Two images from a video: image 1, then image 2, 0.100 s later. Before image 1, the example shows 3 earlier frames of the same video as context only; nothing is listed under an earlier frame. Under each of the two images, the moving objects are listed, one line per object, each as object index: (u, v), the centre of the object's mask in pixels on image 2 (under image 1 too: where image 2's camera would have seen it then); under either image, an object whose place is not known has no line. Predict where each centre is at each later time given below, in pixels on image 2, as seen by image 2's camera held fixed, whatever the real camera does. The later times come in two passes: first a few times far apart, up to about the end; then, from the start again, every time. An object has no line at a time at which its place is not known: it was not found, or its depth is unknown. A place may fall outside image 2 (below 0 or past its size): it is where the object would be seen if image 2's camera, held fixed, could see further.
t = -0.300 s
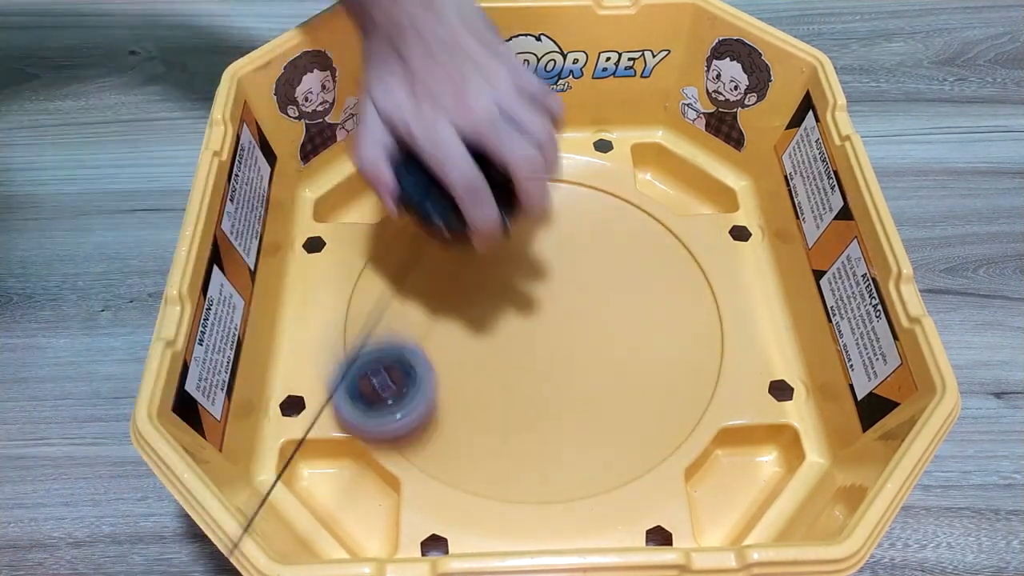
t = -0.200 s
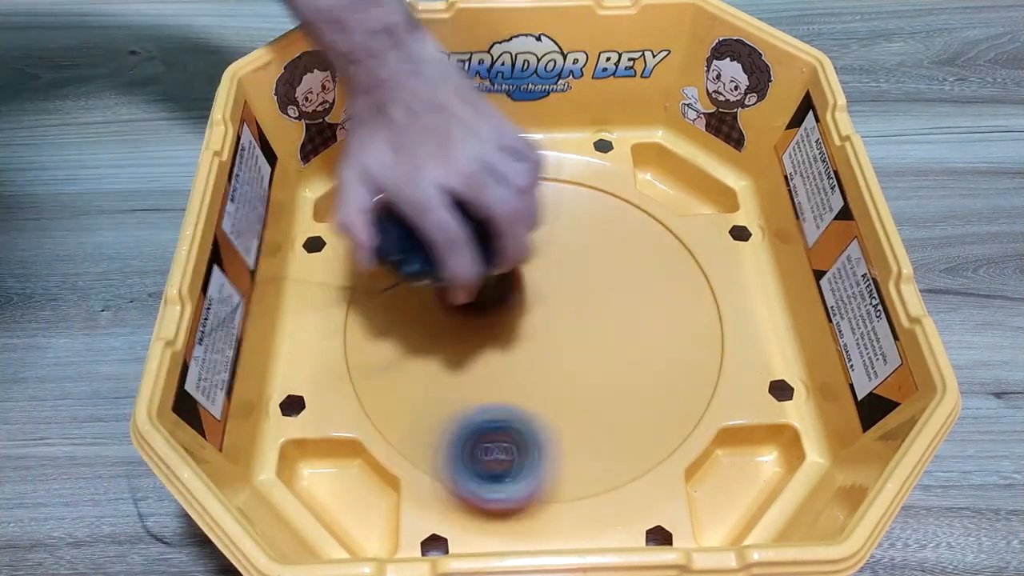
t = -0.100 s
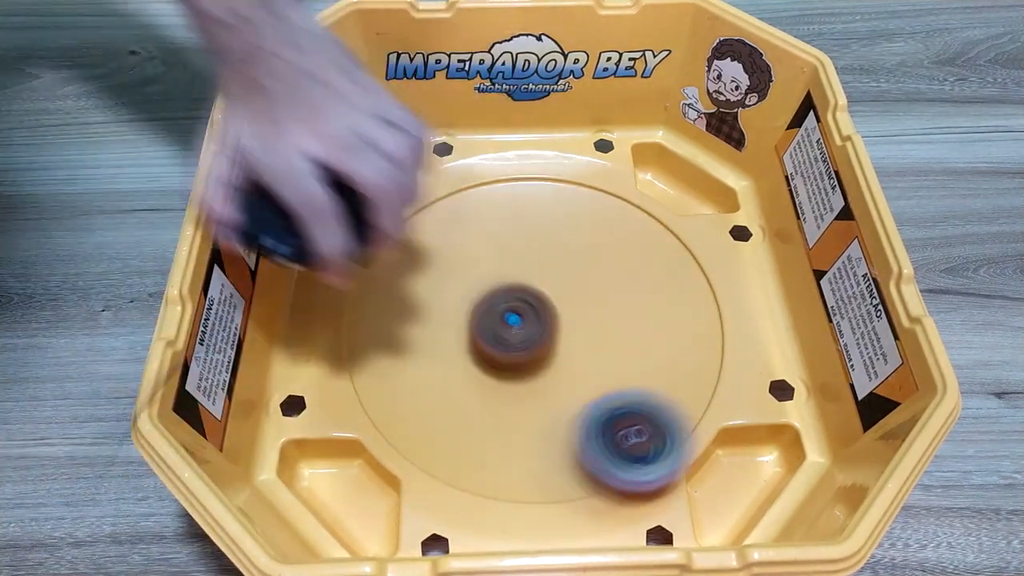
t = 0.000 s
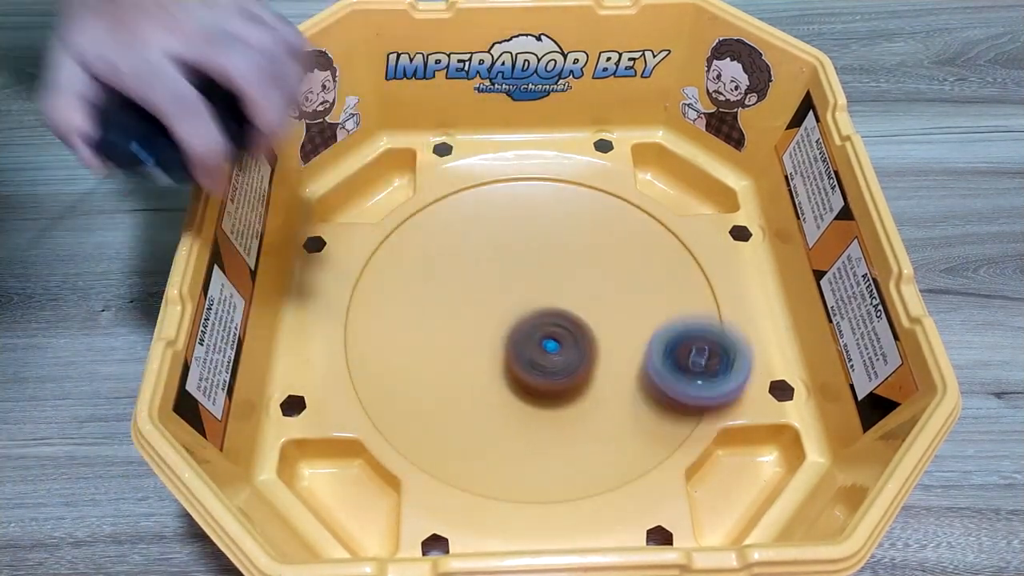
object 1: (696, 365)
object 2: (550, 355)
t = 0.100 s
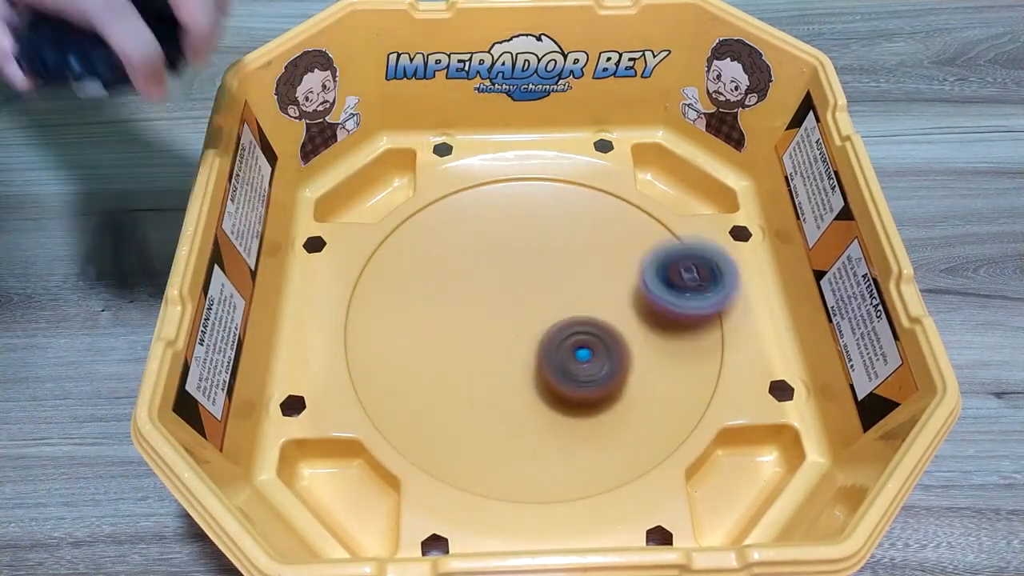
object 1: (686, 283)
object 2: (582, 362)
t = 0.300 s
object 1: (549, 197)
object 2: (606, 330)
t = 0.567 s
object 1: (361, 297)
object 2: (546, 280)
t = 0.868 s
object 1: (525, 414)
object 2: (481, 329)
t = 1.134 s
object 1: (611, 329)
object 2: (497, 330)
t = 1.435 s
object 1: (571, 272)
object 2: (472, 324)
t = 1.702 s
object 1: (562, 269)
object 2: (451, 376)
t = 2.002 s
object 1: (595, 198)
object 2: (490, 465)
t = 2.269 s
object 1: (539, 232)
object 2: (540, 338)
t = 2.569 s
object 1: (503, 243)
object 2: (512, 346)
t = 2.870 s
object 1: (562, 262)
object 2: (493, 357)
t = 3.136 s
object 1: (592, 260)
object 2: (514, 309)
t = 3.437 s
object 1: (591, 275)
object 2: (497, 280)
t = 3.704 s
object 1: (593, 312)
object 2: (498, 283)
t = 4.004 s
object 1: (625, 358)
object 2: (508, 278)
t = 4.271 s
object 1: (614, 354)
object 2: (539, 293)
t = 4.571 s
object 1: (587, 375)
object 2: (547, 293)
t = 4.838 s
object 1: (541, 397)
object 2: (550, 304)
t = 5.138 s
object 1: (505, 402)
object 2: (554, 309)
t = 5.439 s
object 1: (473, 392)
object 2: (579, 296)
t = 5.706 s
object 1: (474, 357)
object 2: (561, 310)
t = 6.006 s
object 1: (469, 324)
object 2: (566, 308)
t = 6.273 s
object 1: (467, 286)
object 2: (609, 325)
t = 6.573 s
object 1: (504, 263)
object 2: (605, 347)
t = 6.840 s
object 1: (507, 243)
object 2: (612, 385)
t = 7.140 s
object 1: (555, 207)
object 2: (511, 486)
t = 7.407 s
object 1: (568, 218)
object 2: (465, 389)
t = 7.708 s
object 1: (632, 305)
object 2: (402, 238)
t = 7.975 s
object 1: (620, 351)
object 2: (505, 377)
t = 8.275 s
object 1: (608, 358)
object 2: (485, 444)
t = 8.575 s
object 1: (570, 352)
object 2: (393, 263)
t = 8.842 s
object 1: (530, 387)
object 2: (469, 229)
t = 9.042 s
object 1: (555, 444)
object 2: (506, 178)
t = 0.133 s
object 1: (674, 257)
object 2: (591, 361)
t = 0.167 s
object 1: (655, 238)
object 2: (598, 358)
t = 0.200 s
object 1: (633, 222)
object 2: (603, 353)
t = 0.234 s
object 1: (607, 209)
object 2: (606, 345)
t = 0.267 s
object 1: (579, 201)
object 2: (607, 338)
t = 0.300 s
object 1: (549, 197)
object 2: (606, 330)
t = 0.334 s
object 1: (518, 196)
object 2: (604, 321)
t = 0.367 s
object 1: (488, 197)
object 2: (599, 312)
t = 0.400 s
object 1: (459, 204)
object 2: (593, 304)
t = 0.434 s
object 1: (433, 214)
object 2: (585, 297)
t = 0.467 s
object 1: (408, 230)
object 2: (576, 291)
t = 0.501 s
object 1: (387, 249)
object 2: (567, 286)
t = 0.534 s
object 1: (372, 270)
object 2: (556, 283)
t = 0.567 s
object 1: (361, 297)
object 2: (546, 280)
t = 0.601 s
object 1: (361, 323)
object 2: (535, 280)
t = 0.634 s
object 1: (368, 351)
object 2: (524, 281)
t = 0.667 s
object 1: (381, 375)
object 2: (514, 284)
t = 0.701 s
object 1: (401, 394)
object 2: (504, 288)
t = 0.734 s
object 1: (425, 409)
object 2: (496, 294)
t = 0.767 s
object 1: (451, 419)
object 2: (489, 301)
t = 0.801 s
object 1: (478, 423)
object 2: (485, 309)
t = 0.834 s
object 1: (503, 421)
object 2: (482, 319)
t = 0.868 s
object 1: (525, 414)
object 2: (481, 329)
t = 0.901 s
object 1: (545, 408)
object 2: (481, 334)
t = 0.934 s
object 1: (563, 400)
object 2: (483, 338)
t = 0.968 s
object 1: (576, 389)
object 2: (487, 340)
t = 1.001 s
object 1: (587, 378)
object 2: (492, 341)
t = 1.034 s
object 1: (595, 367)
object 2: (496, 340)
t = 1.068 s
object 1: (601, 353)
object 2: (499, 338)
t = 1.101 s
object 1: (603, 342)
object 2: (502, 335)
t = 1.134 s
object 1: (611, 329)
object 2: (497, 330)
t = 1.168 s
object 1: (617, 318)
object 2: (490, 326)
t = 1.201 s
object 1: (618, 309)
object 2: (485, 322)
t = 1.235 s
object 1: (615, 300)
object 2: (482, 319)
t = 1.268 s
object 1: (609, 292)
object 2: (480, 316)
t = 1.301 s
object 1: (601, 286)
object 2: (480, 314)
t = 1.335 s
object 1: (591, 281)
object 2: (480, 315)
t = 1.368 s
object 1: (581, 278)
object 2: (482, 316)
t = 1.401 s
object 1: (571, 276)
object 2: (484, 317)
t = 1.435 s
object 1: (571, 272)
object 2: (472, 324)
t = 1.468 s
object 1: (576, 268)
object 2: (456, 332)
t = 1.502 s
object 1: (578, 265)
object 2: (444, 339)
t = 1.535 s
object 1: (578, 264)
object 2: (436, 347)
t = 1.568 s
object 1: (577, 263)
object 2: (431, 353)
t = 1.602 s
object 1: (575, 263)
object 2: (431, 361)
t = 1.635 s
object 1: (571, 264)
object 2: (434, 366)
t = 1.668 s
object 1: (567, 266)
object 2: (441, 372)
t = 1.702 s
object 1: (562, 269)
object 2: (451, 376)
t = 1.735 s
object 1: (558, 273)
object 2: (464, 379)
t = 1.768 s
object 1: (553, 277)
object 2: (479, 381)
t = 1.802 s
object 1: (549, 282)
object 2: (494, 381)
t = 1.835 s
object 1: (545, 287)
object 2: (510, 379)
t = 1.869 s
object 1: (544, 291)
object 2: (521, 383)
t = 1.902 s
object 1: (561, 265)
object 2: (507, 426)
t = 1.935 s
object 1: (576, 238)
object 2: (492, 467)
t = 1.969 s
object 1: (587, 215)
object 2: (490, 465)
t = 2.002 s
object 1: (595, 198)
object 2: (490, 465)
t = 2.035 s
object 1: (599, 182)
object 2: (491, 466)
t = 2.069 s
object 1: (599, 173)
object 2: (497, 452)
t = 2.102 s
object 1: (595, 173)
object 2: (505, 435)
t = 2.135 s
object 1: (587, 181)
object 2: (513, 417)
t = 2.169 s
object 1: (576, 193)
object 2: (520, 398)
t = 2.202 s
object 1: (563, 205)
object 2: (528, 377)
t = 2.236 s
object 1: (550, 218)
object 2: (534, 358)
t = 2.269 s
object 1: (539, 232)
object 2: (540, 338)
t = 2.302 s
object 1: (529, 241)
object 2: (545, 322)
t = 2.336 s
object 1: (522, 232)
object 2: (542, 329)
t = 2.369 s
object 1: (515, 230)
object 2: (539, 337)
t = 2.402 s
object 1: (511, 225)
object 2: (535, 342)
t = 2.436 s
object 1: (507, 224)
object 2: (531, 345)
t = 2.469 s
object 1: (504, 225)
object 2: (526, 347)
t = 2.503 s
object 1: (502, 229)
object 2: (522, 347)
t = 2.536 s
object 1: (501, 236)
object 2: (517, 347)
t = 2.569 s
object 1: (503, 243)
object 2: (512, 346)
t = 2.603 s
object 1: (505, 253)
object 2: (508, 345)
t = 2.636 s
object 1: (509, 258)
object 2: (503, 348)
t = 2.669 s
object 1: (515, 258)
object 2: (498, 355)
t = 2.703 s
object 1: (522, 259)
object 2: (494, 360)
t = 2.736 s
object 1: (530, 259)
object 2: (491, 362)
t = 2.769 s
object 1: (538, 260)
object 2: (490, 363)
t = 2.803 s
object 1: (546, 261)
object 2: (491, 363)
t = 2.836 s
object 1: (554, 261)
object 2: (492, 360)
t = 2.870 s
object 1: (562, 262)
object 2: (493, 357)
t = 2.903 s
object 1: (568, 263)
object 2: (496, 351)
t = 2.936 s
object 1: (575, 262)
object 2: (499, 346)
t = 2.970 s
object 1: (580, 263)
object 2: (503, 340)
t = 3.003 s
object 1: (584, 262)
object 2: (506, 332)
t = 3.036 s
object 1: (587, 261)
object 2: (508, 327)
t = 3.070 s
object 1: (589, 261)
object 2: (512, 320)
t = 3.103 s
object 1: (590, 260)
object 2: (515, 313)
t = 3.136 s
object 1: (592, 260)
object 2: (514, 309)
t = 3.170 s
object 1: (596, 259)
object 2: (511, 303)
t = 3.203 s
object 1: (598, 259)
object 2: (508, 298)
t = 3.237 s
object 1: (599, 260)
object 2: (506, 295)
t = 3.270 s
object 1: (599, 261)
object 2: (503, 291)
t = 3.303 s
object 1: (599, 263)
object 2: (500, 289)
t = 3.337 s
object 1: (597, 265)
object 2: (499, 286)
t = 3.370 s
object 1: (595, 268)
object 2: (498, 284)
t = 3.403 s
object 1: (593, 271)
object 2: (497, 281)
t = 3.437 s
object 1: (591, 275)
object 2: (497, 280)
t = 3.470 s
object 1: (591, 279)
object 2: (495, 278)
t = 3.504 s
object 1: (591, 283)
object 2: (493, 277)
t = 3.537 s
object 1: (592, 288)
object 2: (492, 277)
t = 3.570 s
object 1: (592, 293)
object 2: (492, 277)
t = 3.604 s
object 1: (592, 298)
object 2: (492, 277)
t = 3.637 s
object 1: (592, 302)
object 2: (494, 278)
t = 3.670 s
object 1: (592, 307)
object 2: (495, 280)
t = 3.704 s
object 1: (593, 312)
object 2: (498, 283)
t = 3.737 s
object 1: (593, 316)
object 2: (501, 284)
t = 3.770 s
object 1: (594, 320)
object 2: (505, 285)
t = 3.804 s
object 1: (596, 325)
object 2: (506, 285)
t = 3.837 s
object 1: (604, 334)
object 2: (503, 283)
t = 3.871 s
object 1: (611, 341)
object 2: (502, 279)
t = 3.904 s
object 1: (617, 347)
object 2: (503, 277)
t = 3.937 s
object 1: (621, 352)
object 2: (504, 277)
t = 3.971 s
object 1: (624, 355)
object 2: (506, 277)
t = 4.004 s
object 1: (625, 358)
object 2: (508, 278)
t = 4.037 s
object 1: (625, 360)
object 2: (512, 279)
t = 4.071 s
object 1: (625, 359)
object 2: (516, 283)
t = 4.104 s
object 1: (624, 358)
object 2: (520, 284)
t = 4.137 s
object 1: (621, 357)
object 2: (525, 287)
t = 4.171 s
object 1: (619, 355)
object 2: (529, 290)
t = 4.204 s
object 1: (616, 353)
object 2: (535, 293)
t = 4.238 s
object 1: (614, 351)
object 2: (539, 295)
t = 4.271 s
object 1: (614, 354)
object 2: (539, 293)
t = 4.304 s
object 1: (615, 359)
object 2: (539, 290)
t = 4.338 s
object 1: (615, 362)
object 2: (541, 288)
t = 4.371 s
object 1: (613, 364)
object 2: (542, 287)
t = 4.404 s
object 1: (610, 366)
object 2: (542, 288)
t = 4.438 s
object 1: (606, 368)
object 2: (543, 288)
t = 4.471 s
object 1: (602, 369)
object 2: (545, 289)
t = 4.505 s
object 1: (597, 371)
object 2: (547, 291)
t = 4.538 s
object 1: (591, 370)
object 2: (548, 293)
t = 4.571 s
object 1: (587, 375)
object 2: (547, 293)
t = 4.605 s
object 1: (582, 379)
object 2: (547, 293)
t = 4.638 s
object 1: (576, 383)
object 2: (547, 294)
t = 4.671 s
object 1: (571, 387)
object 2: (546, 295)
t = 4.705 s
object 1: (565, 389)
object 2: (545, 297)
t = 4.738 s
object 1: (559, 391)
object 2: (546, 299)
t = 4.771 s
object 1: (553, 392)
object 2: (547, 302)
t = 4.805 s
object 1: (547, 393)
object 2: (549, 304)
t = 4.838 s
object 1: (541, 397)
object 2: (550, 304)
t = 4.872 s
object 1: (533, 403)
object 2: (553, 302)
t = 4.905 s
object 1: (526, 406)
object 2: (556, 300)
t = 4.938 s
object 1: (521, 408)
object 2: (557, 300)
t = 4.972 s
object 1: (516, 410)
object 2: (558, 300)
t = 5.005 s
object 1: (513, 409)
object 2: (557, 301)
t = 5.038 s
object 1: (510, 409)
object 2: (557, 303)
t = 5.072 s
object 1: (508, 407)
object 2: (557, 305)
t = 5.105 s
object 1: (507, 405)
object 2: (556, 309)
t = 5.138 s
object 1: (505, 402)
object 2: (554, 309)
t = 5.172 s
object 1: (504, 399)
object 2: (553, 314)
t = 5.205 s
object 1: (502, 395)
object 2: (553, 316)
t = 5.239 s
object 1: (498, 393)
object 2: (554, 316)
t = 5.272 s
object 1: (488, 397)
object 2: (562, 311)
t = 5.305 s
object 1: (479, 398)
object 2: (569, 305)
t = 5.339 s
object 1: (474, 398)
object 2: (575, 299)
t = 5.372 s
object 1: (472, 397)
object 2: (578, 297)
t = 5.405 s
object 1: (472, 394)
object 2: (580, 295)
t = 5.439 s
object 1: (473, 392)
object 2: (579, 296)
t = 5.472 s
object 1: (474, 389)
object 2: (577, 298)
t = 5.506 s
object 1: (476, 385)
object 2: (575, 300)
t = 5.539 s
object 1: (477, 381)
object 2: (572, 301)
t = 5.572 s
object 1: (478, 377)
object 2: (569, 303)
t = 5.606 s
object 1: (479, 372)
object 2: (565, 306)
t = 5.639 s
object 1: (479, 367)
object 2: (561, 308)
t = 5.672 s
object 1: (479, 360)
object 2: (559, 309)
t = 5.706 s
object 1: (474, 357)
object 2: (561, 310)
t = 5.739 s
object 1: (469, 353)
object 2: (567, 309)
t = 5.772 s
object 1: (466, 349)
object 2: (571, 306)
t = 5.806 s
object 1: (463, 346)
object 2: (573, 307)
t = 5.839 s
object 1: (463, 341)
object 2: (574, 305)
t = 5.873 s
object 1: (464, 339)
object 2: (573, 307)
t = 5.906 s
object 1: (466, 334)
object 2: (570, 308)
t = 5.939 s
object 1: (468, 331)
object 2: (568, 306)
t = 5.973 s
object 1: (469, 327)
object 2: (566, 307)
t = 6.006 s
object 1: (469, 324)
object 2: (566, 308)
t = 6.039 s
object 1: (470, 318)
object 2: (567, 311)
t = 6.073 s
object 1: (470, 315)
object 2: (567, 311)
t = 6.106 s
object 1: (471, 311)
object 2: (568, 313)
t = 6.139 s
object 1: (468, 307)
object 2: (576, 316)
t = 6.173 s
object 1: (464, 301)
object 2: (588, 319)
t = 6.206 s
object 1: (463, 296)
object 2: (598, 322)
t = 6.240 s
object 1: (464, 292)
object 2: (605, 324)
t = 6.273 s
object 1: (467, 286)
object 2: (609, 325)
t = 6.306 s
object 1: (471, 284)
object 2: (609, 326)
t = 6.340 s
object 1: (476, 283)
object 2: (608, 326)
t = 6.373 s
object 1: (482, 280)
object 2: (606, 325)
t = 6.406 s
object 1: (488, 282)
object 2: (604, 324)
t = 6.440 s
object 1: (496, 280)
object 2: (600, 324)
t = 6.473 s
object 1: (502, 280)
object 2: (595, 325)
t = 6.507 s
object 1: (508, 281)
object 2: (590, 326)
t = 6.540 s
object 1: (511, 277)
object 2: (591, 330)
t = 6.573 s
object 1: (504, 263)
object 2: (605, 347)
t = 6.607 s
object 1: (500, 254)
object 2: (616, 362)
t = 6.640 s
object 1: (499, 246)
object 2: (624, 374)
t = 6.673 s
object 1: (499, 240)
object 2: (627, 382)
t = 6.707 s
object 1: (499, 236)
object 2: (627, 386)
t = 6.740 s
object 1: (501, 236)
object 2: (625, 388)
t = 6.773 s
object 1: (502, 236)
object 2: (621, 389)
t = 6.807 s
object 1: (504, 239)
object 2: (617, 388)
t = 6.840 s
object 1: (507, 243)
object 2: (612, 385)
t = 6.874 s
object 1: (511, 247)
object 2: (604, 382)
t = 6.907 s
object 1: (515, 253)
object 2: (596, 378)
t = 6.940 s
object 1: (519, 260)
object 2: (587, 373)
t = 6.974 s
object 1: (524, 265)
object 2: (577, 368)
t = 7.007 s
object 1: (529, 273)
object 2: (566, 363)
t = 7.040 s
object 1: (535, 271)
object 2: (558, 363)
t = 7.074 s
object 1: (542, 248)
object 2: (543, 405)
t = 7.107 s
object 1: (548, 226)
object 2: (526, 452)
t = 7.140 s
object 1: (555, 207)
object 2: (511, 486)
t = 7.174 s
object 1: (561, 193)
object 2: (498, 500)
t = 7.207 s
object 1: (565, 184)
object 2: (481, 506)
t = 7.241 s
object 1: (567, 182)
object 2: (474, 496)
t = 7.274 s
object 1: (569, 185)
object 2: (466, 479)
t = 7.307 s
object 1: (569, 192)
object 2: (462, 455)
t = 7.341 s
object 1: (569, 200)
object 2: (460, 441)
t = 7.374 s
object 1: (568, 208)
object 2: (461, 416)
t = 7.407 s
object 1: (568, 218)
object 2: (465, 389)
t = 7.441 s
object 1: (567, 229)
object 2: (471, 365)
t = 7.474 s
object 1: (566, 239)
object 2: (476, 340)
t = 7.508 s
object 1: (565, 251)
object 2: (483, 310)
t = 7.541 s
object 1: (572, 261)
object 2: (482, 295)
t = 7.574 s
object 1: (591, 270)
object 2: (460, 274)
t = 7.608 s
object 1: (607, 279)
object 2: (439, 260)
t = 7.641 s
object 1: (620, 288)
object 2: (425, 247)
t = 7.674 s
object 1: (628, 297)
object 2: (409, 239)
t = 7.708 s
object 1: (632, 305)
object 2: (402, 238)
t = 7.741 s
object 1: (635, 312)
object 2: (407, 252)
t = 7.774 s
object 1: (636, 319)
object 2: (414, 264)
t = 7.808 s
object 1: (636, 325)
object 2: (425, 281)
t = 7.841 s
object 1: (634, 331)
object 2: (438, 299)
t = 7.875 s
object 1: (632, 337)
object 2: (453, 318)
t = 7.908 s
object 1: (629, 342)
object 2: (470, 339)
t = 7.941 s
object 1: (625, 347)
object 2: (487, 359)
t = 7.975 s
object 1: (620, 351)
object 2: (505, 377)
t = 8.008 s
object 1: (616, 356)
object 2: (523, 398)
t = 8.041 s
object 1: (619, 357)
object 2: (530, 419)
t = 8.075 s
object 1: (626, 357)
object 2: (520, 442)
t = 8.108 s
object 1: (631, 354)
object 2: (507, 462)
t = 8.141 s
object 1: (631, 355)
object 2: (499, 470)
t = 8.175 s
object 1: (628, 357)
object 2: (492, 471)
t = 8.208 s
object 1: (624, 356)
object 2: (488, 467)
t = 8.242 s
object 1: (616, 358)
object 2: (485, 456)
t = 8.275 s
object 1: (608, 358)
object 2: (485, 444)
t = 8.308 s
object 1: (598, 358)
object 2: (488, 421)
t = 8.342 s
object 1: (588, 358)
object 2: (488, 409)
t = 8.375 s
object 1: (581, 356)
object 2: (487, 392)
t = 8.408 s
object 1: (581, 355)
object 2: (471, 366)
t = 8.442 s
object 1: (586, 355)
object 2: (449, 338)
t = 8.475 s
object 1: (586, 355)
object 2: (431, 319)
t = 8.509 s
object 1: (583, 354)
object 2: (412, 291)
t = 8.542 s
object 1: (577, 353)
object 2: (400, 275)
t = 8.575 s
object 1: (570, 352)
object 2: (393, 263)
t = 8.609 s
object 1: (562, 350)
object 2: (392, 249)
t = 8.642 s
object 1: (553, 348)
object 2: (394, 247)
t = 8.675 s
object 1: (544, 346)
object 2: (402, 250)
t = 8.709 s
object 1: (534, 344)
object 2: (417, 257)
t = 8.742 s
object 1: (526, 340)
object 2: (437, 265)
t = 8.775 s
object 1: (518, 343)
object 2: (457, 272)
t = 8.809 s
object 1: (521, 360)
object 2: (466, 252)
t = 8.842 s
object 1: (530, 387)
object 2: (469, 229)
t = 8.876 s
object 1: (540, 410)
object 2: (474, 203)
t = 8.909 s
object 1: (548, 427)
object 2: (476, 185)
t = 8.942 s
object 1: (553, 439)
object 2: (481, 173)
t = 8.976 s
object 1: (555, 448)
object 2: (488, 166)
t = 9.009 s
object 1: (556, 448)
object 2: (497, 169)
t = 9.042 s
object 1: (555, 444)
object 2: (506, 178)
